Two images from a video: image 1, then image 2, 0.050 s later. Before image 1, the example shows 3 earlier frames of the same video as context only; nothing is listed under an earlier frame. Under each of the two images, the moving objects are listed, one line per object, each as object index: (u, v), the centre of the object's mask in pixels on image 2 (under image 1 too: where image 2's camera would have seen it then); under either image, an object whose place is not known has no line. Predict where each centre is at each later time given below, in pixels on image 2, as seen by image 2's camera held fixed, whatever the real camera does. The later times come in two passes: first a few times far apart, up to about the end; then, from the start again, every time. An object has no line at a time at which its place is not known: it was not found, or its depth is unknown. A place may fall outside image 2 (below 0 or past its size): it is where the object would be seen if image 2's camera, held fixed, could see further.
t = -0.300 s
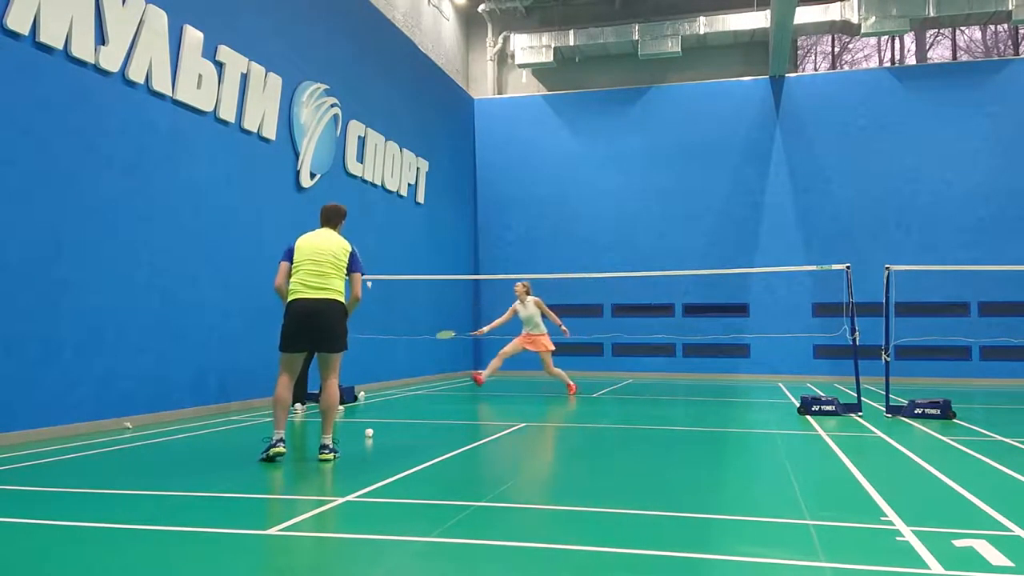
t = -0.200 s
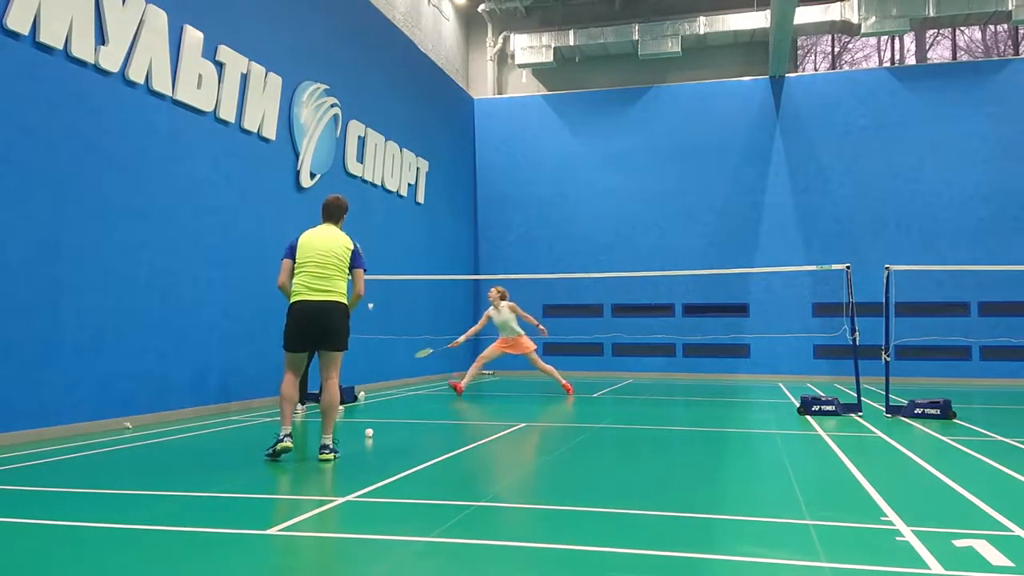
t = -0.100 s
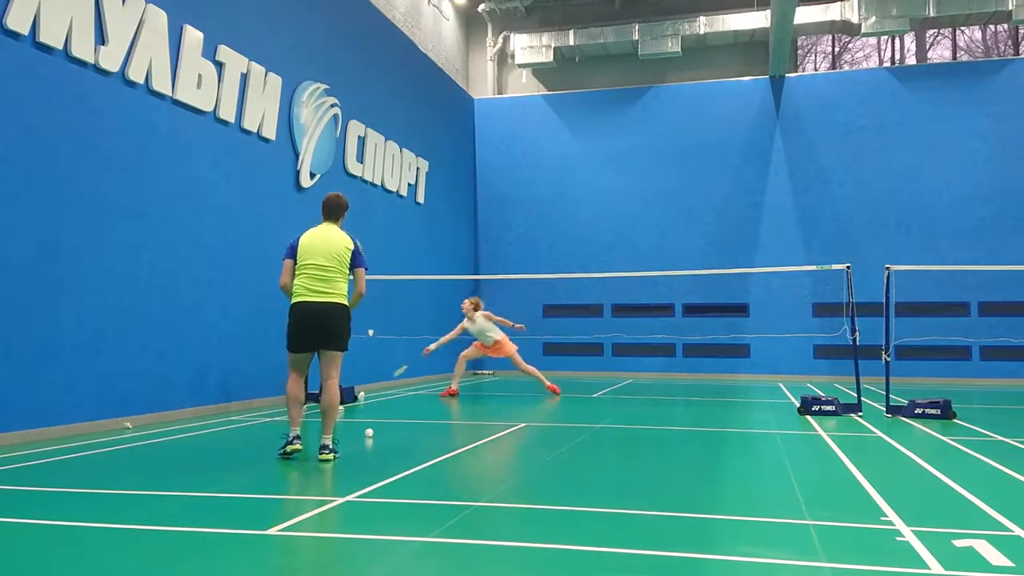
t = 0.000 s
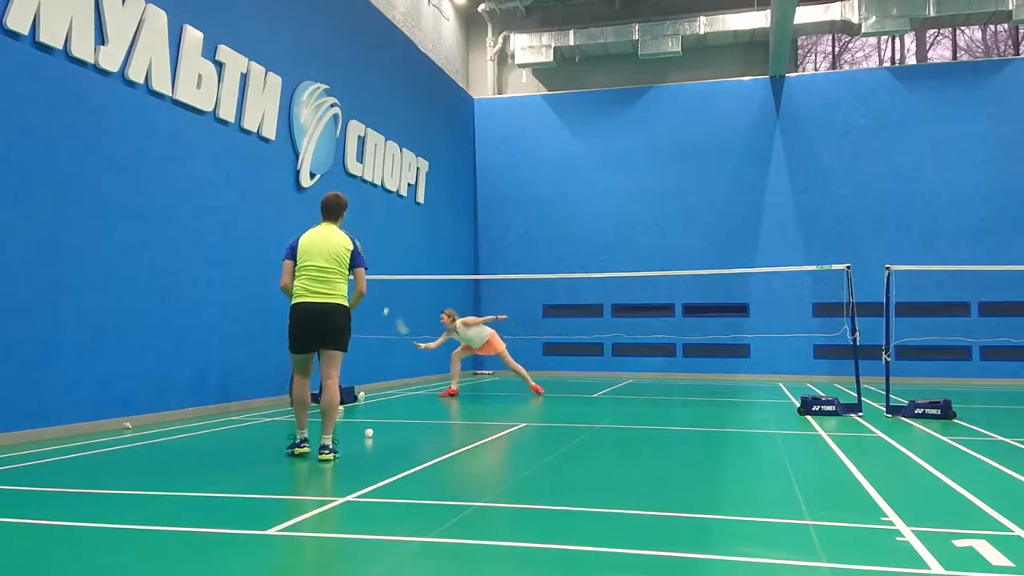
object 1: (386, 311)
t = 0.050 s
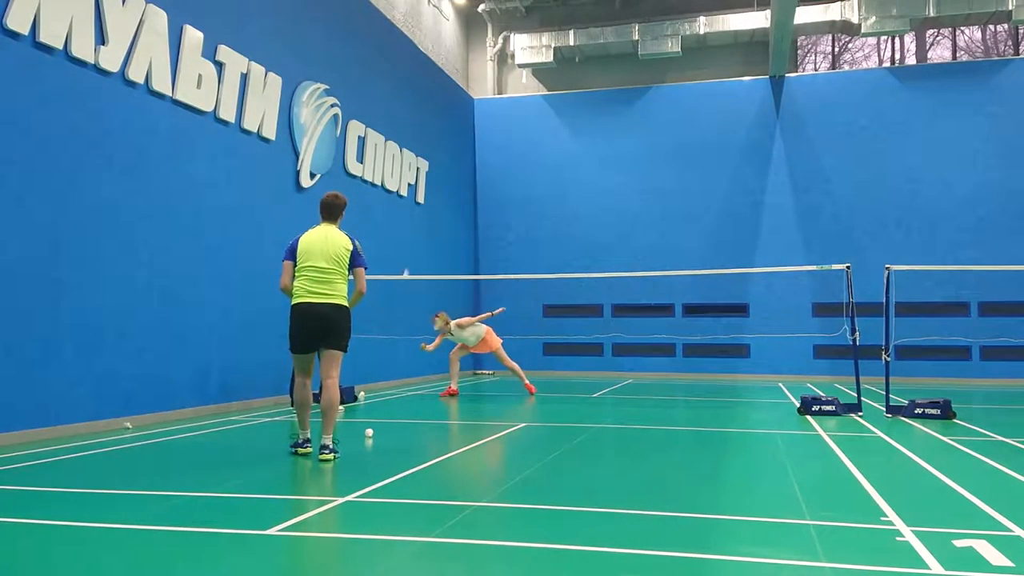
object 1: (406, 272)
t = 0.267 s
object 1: (462, 173)
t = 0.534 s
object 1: (520, 119)
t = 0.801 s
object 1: (571, 132)
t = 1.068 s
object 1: (616, 211)
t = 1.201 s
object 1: (635, 271)
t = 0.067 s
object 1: (412, 262)
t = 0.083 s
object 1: (416, 250)
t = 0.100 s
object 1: (421, 240)
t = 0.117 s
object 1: (425, 231)
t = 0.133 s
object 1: (428, 224)
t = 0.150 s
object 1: (431, 217)
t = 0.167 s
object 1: (435, 210)
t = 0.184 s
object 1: (439, 203)
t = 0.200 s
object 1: (443, 196)
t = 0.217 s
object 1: (448, 190)
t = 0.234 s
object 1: (452, 184)
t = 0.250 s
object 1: (457, 179)
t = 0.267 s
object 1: (462, 173)
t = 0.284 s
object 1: (466, 168)
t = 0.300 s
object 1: (470, 163)
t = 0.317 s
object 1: (475, 159)
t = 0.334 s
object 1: (479, 154)
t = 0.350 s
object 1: (482, 150)
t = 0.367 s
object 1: (486, 146)
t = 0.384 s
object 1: (490, 142)
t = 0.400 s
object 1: (493, 138)
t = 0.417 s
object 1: (497, 135)
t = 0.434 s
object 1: (500, 132)
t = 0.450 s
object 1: (503, 129)
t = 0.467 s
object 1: (506, 126)
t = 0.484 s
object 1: (510, 124)
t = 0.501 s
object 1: (513, 122)
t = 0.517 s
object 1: (517, 120)
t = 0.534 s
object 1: (520, 119)
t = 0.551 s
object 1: (523, 118)
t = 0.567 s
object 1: (526, 117)
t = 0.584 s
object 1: (530, 116)
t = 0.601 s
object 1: (533, 116)
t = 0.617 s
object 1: (536, 116)
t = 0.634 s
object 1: (539, 116)
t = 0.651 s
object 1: (543, 116)
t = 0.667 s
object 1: (546, 117)
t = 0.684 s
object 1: (549, 118)
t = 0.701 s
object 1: (552, 120)
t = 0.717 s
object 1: (556, 121)
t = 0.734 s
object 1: (559, 123)
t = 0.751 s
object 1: (562, 125)
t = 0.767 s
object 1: (565, 127)
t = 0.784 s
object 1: (568, 130)
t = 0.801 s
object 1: (571, 132)
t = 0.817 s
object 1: (575, 136)
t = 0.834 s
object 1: (578, 139)
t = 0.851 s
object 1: (581, 142)
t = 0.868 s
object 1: (584, 146)
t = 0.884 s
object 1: (587, 150)
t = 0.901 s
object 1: (590, 154)
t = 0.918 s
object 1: (593, 159)
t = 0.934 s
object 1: (596, 164)
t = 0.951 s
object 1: (598, 169)
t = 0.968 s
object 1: (601, 174)
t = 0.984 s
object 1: (604, 180)
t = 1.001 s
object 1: (606, 185)
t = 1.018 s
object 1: (609, 192)
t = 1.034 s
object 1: (611, 198)
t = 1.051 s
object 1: (613, 204)
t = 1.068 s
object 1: (616, 211)
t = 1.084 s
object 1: (619, 218)
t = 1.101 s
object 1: (621, 225)
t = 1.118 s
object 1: (624, 232)
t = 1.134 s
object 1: (626, 240)
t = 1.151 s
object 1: (628, 247)
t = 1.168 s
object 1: (631, 255)
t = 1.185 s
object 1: (633, 263)
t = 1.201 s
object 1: (635, 271)
